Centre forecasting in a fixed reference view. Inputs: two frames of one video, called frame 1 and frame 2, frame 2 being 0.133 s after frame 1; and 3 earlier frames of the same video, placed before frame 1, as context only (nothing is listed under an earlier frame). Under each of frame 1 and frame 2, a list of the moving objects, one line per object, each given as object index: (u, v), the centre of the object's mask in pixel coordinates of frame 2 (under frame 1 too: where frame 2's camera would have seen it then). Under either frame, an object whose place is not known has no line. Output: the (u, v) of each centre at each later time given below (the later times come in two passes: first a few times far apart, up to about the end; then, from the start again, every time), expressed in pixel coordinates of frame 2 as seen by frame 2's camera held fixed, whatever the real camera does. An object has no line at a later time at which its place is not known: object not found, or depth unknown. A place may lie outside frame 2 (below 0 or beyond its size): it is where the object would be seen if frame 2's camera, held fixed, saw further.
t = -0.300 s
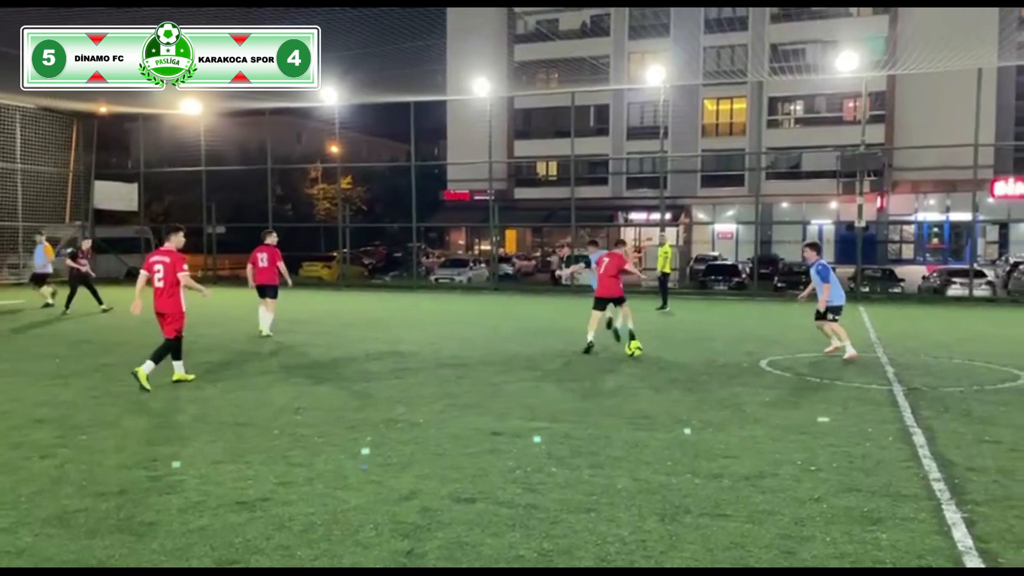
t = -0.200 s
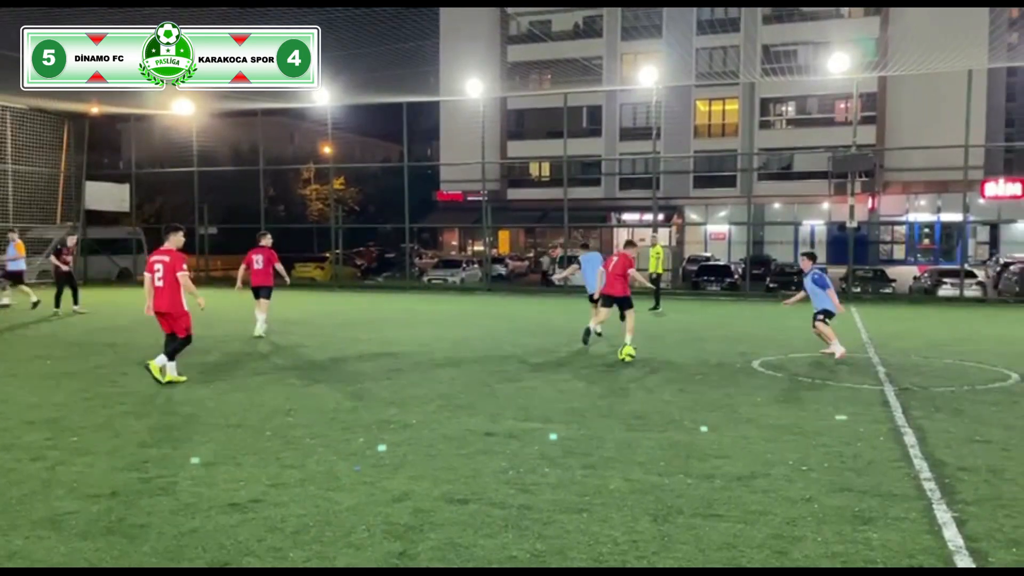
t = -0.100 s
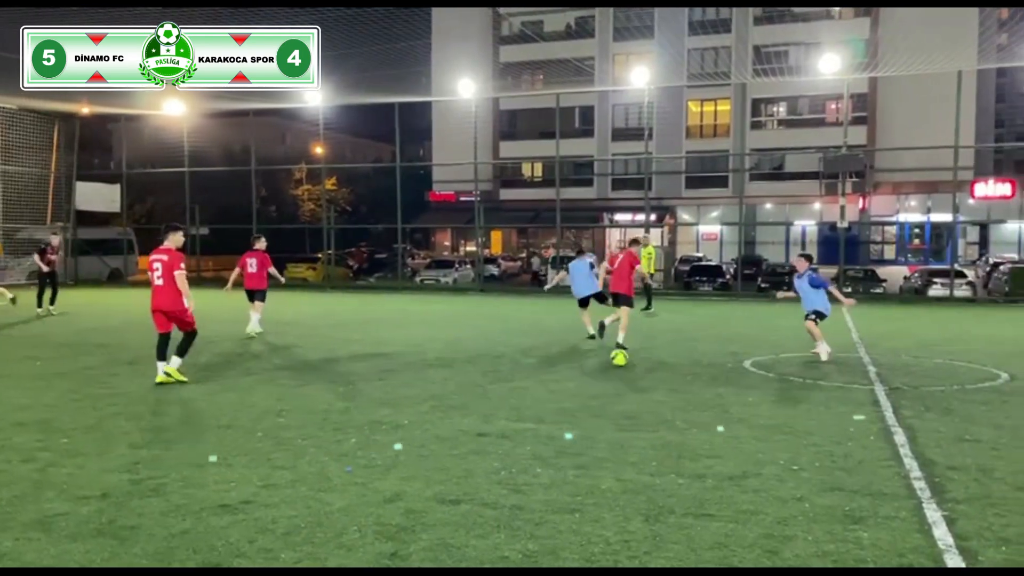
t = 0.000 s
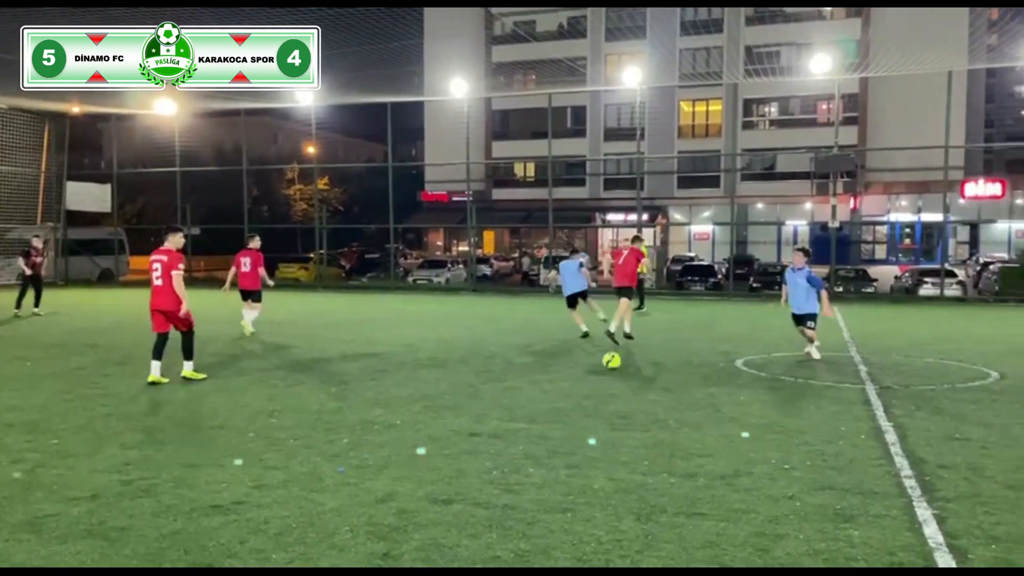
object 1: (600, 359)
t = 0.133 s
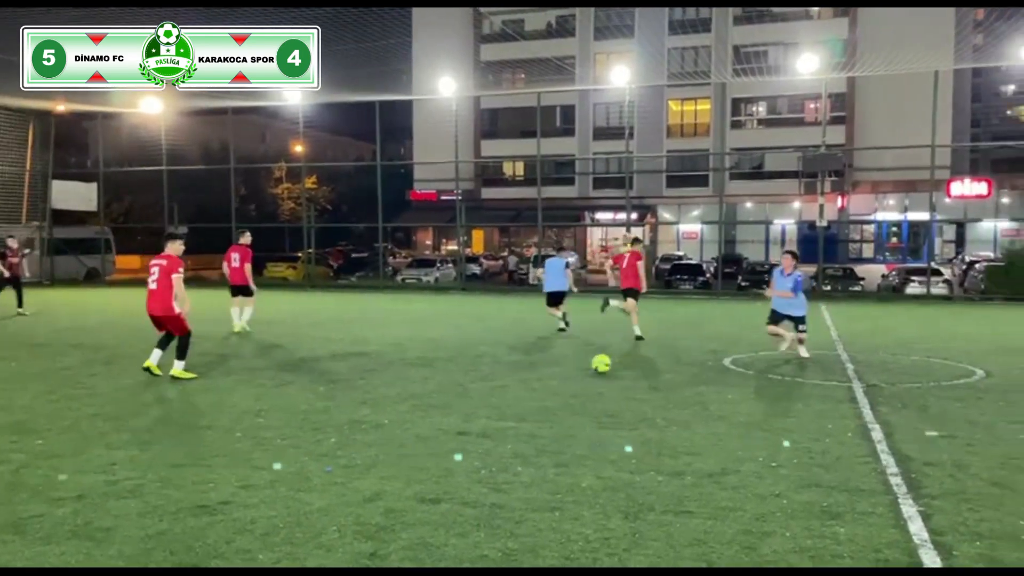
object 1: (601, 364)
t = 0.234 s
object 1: (602, 367)
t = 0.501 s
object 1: (604, 375)
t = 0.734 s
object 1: (606, 383)
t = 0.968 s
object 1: (609, 392)
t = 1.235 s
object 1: (612, 402)
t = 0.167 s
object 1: (601, 365)
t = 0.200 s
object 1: (601, 366)
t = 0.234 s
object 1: (602, 367)
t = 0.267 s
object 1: (602, 368)
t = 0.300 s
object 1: (602, 369)
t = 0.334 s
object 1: (602, 370)
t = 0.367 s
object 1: (603, 371)
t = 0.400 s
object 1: (603, 372)
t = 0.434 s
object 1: (603, 373)
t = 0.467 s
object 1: (603, 374)
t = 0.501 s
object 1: (604, 375)
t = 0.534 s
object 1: (604, 376)
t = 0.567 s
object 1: (604, 377)
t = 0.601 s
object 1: (604, 379)
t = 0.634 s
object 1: (605, 380)
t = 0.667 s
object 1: (605, 381)
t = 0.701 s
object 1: (606, 382)
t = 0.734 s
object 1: (606, 383)
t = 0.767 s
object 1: (606, 385)
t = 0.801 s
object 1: (607, 386)
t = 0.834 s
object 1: (607, 387)
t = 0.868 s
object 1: (607, 388)
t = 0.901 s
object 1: (608, 389)
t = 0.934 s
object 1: (608, 390)
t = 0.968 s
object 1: (609, 392)
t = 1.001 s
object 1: (609, 393)
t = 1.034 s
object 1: (609, 394)
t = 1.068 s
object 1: (610, 395)
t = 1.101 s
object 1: (611, 397)
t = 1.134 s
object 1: (611, 398)
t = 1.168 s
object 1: (611, 400)
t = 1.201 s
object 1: (611, 401)
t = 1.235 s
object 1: (612, 402)
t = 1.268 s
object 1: (612, 404)
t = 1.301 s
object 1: (613, 406)
